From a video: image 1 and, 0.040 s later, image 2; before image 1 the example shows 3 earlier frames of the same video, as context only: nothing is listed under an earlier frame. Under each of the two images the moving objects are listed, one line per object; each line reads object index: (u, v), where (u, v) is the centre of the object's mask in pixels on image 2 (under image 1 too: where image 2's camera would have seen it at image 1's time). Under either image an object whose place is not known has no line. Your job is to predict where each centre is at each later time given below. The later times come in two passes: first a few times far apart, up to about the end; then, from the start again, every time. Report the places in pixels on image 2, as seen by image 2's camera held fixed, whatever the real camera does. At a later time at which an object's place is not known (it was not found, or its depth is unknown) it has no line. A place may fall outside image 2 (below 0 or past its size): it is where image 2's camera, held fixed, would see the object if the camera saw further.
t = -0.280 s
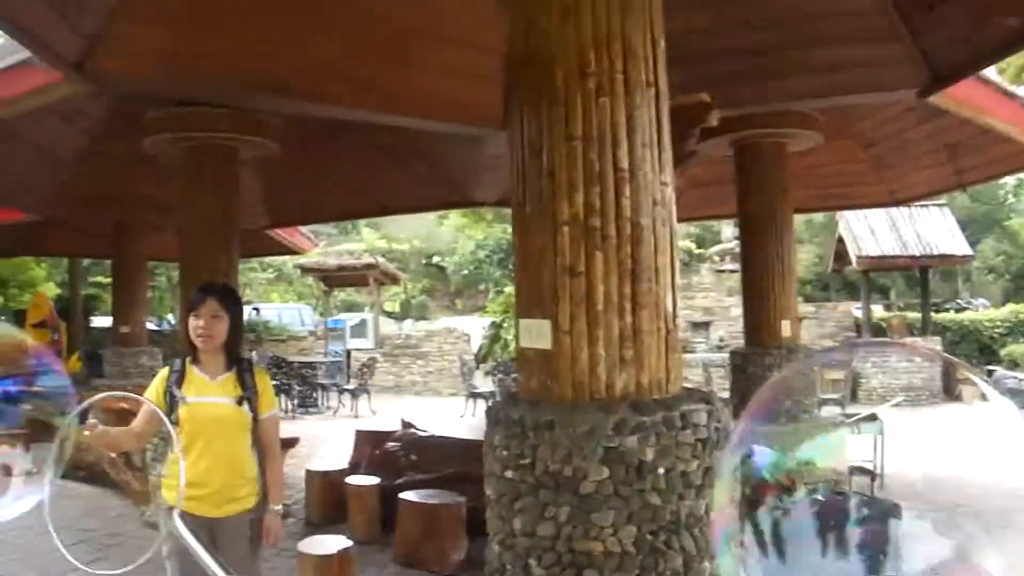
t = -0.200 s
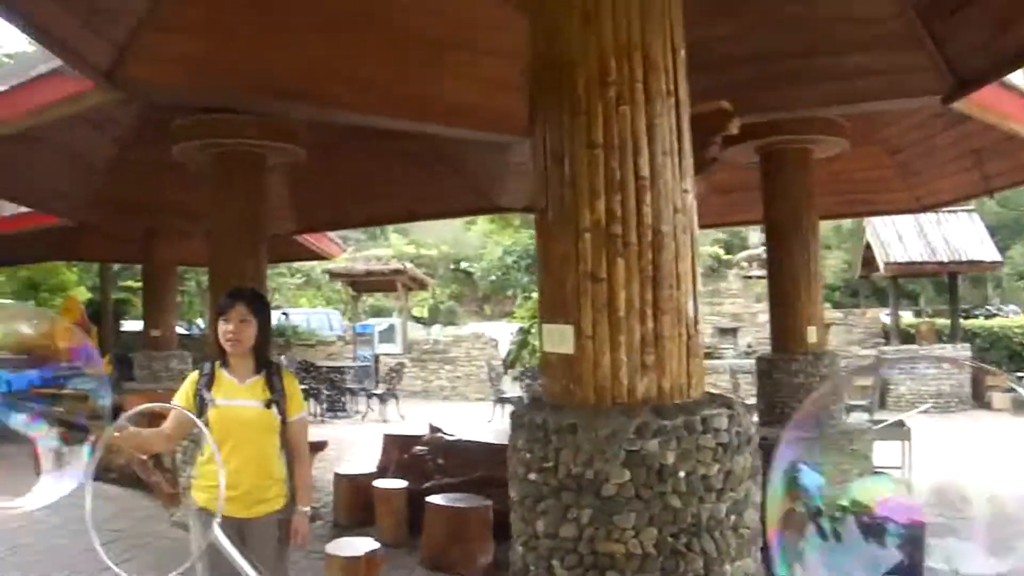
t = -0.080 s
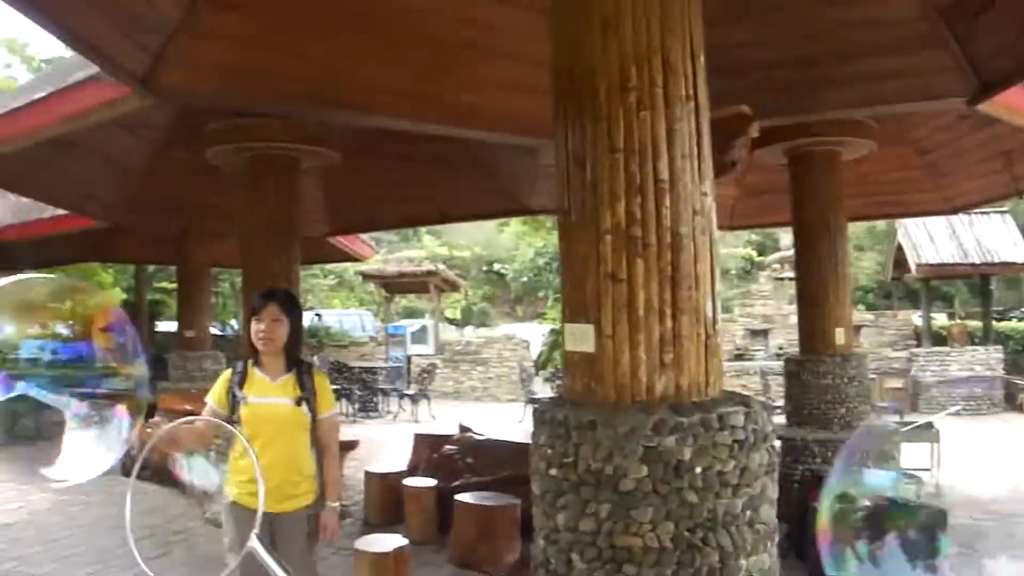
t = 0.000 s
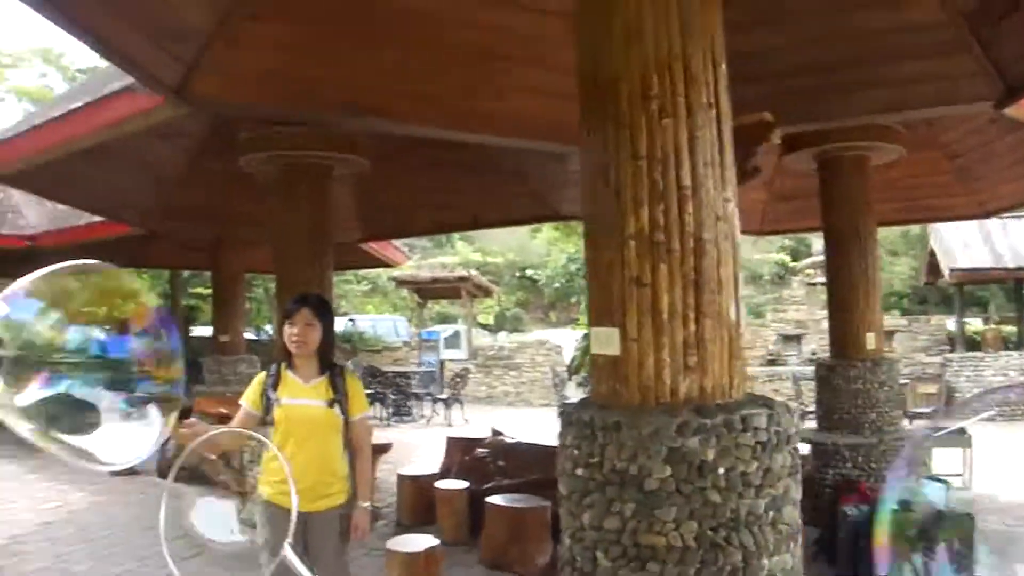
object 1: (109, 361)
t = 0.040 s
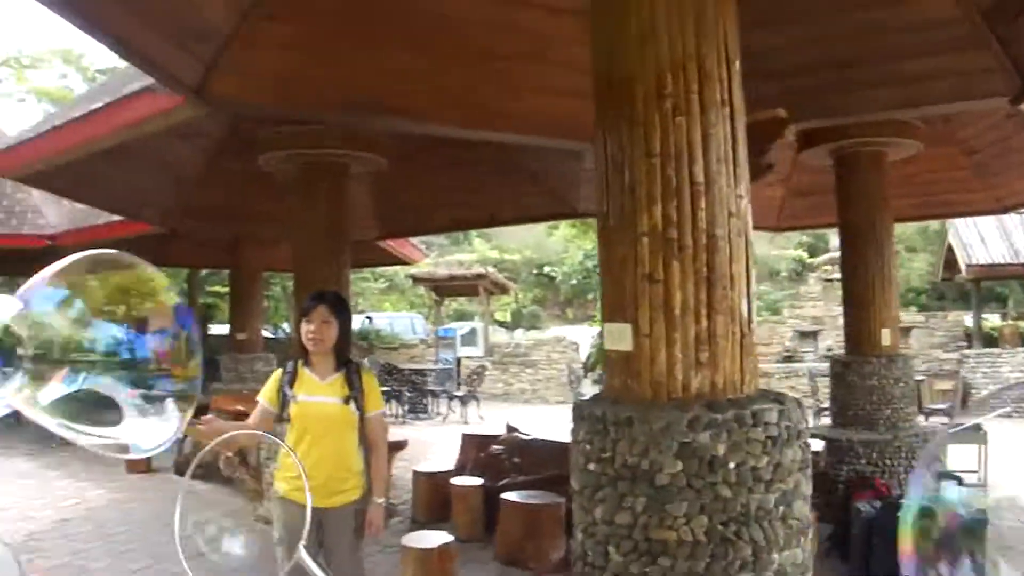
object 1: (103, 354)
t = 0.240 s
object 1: (105, 319)
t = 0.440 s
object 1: (109, 299)
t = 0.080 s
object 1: (103, 346)
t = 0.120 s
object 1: (103, 339)
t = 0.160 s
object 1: (102, 335)
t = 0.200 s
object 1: (98, 326)
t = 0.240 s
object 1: (105, 319)
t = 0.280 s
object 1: (111, 317)
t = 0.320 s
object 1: (109, 312)
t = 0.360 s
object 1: (108, 308)
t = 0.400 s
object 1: (111, 305)
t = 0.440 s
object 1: (109, 299)
